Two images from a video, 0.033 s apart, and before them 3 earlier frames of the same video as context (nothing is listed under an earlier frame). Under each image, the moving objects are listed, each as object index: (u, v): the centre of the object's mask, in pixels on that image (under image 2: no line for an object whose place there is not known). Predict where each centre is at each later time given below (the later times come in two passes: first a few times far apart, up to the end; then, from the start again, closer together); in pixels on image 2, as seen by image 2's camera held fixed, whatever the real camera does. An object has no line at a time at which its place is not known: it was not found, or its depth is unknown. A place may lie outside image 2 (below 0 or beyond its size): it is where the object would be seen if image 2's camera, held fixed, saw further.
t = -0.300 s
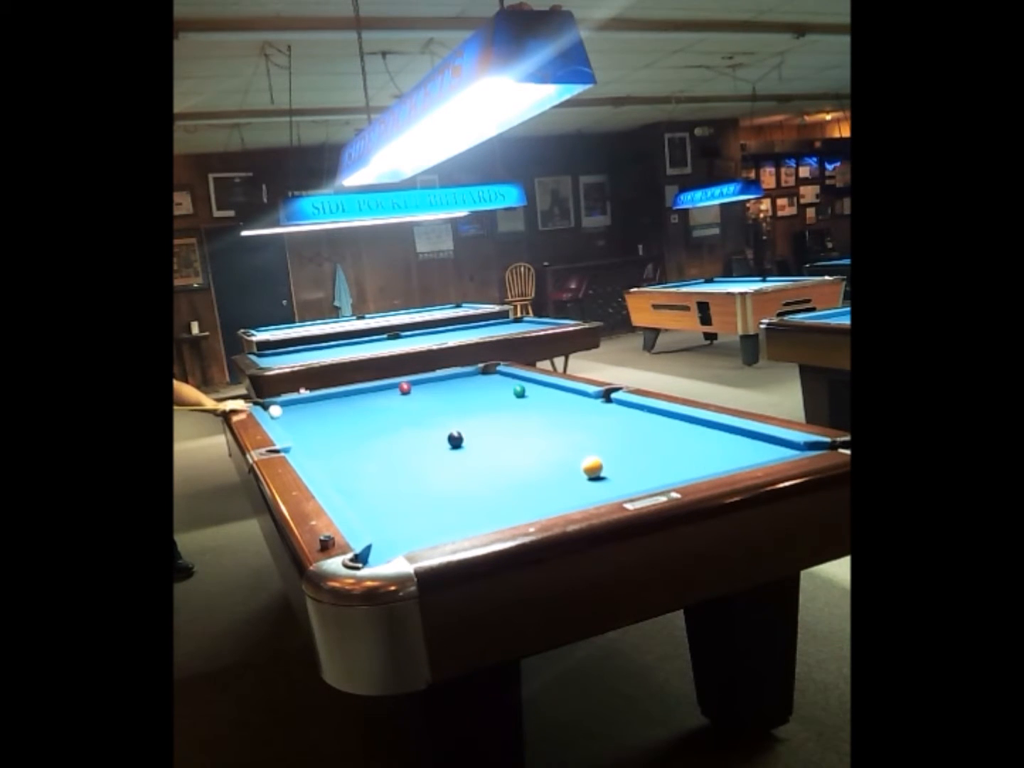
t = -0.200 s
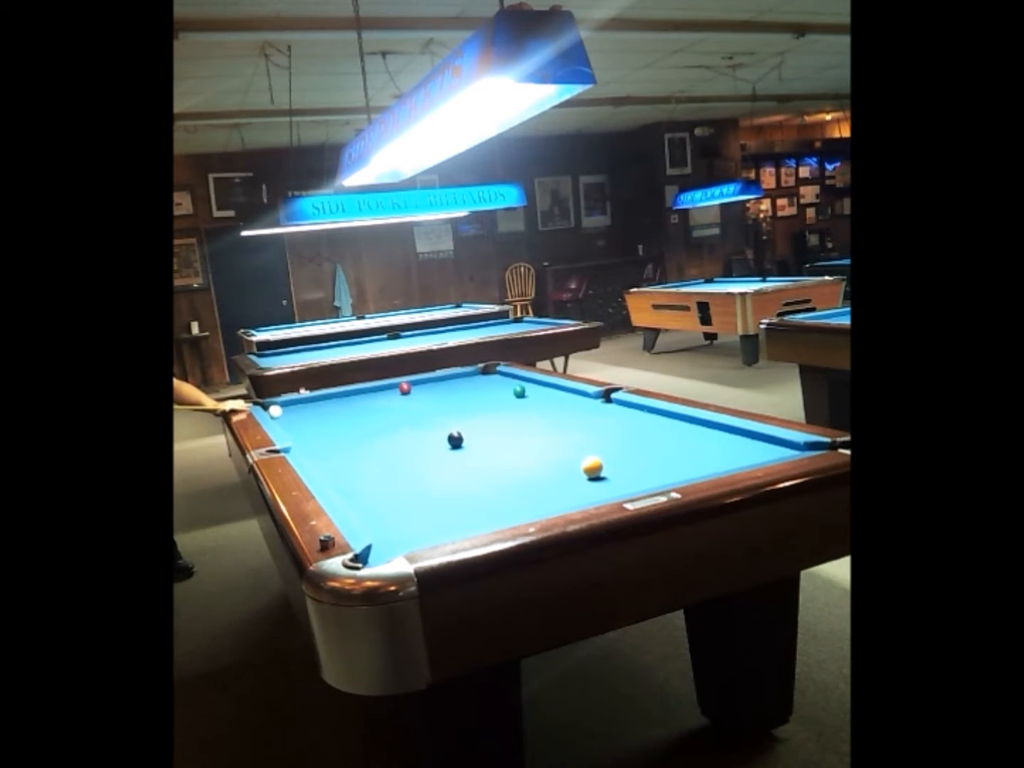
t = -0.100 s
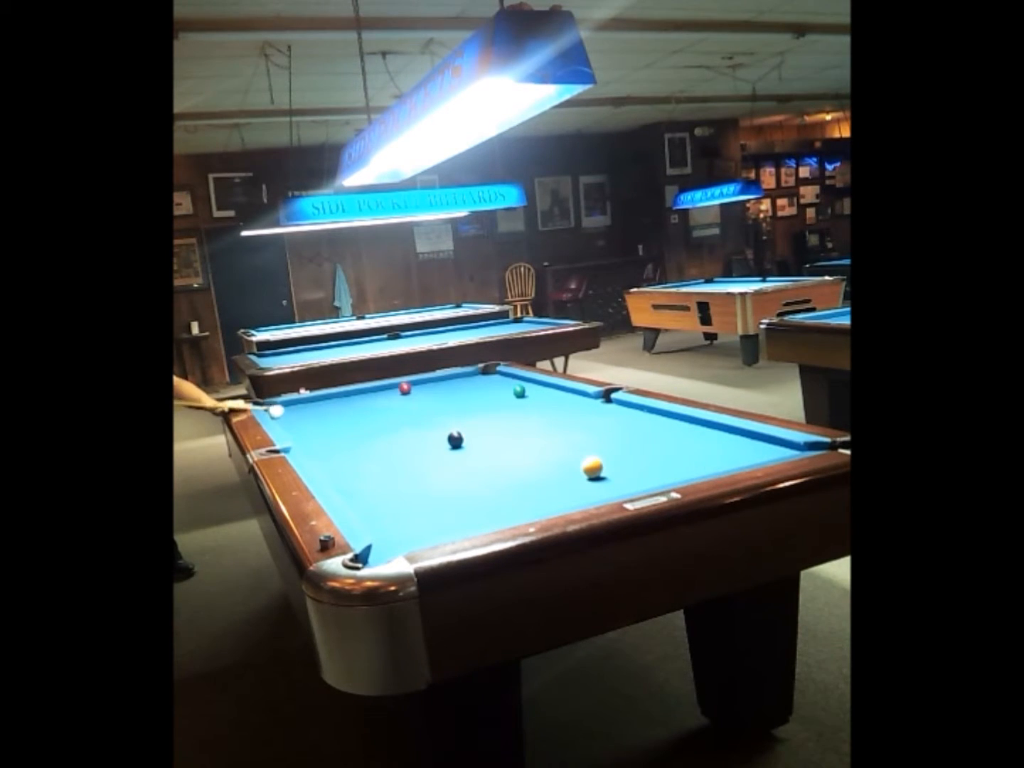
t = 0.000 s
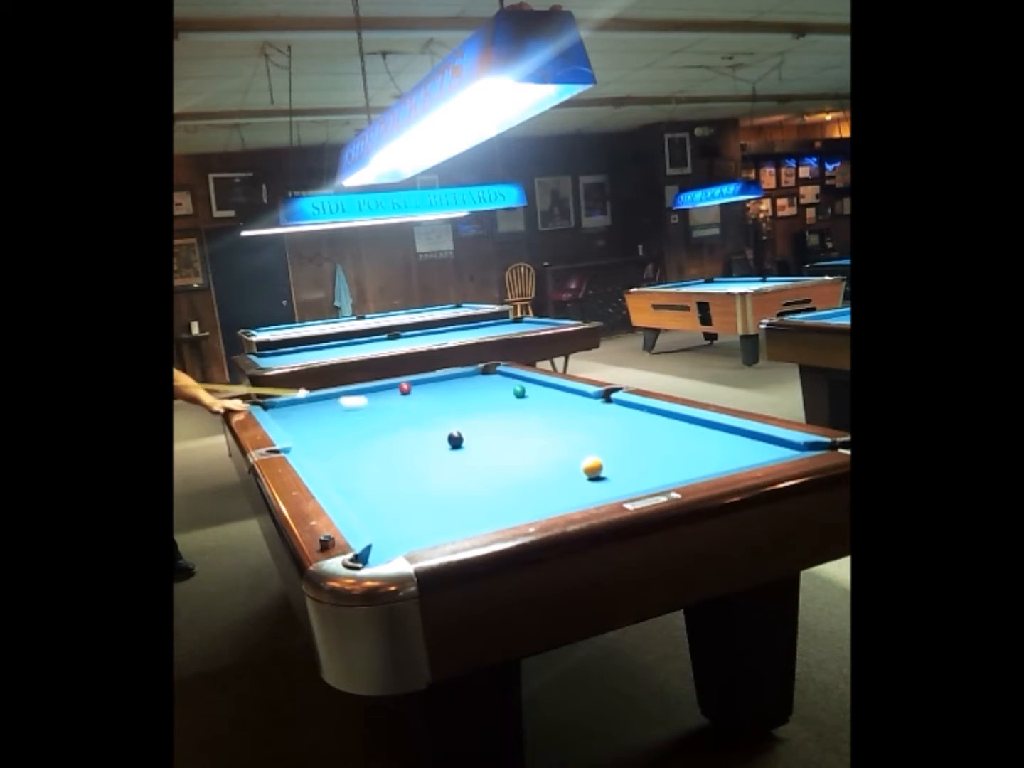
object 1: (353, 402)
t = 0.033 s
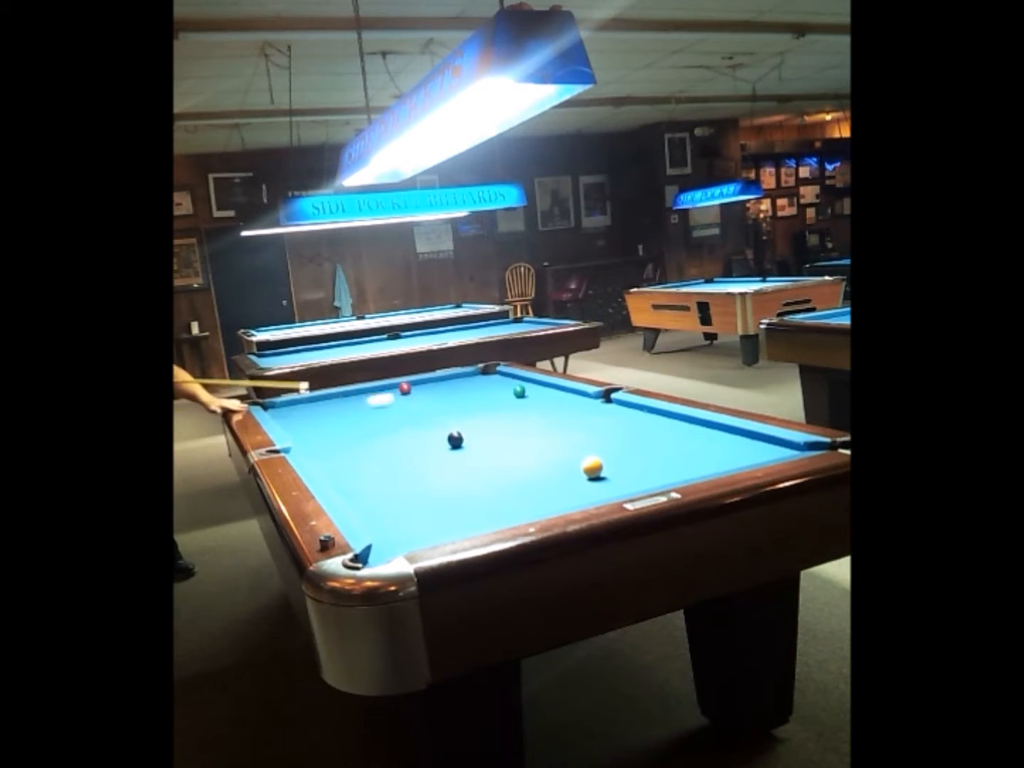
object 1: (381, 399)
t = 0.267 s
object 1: (540, 386)
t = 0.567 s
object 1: (541, 397)
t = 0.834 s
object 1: (552, 406)
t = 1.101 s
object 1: (563, 416)
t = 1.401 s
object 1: (577, 430)
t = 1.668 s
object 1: (592, 443)
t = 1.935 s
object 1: (610, 458)
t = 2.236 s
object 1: (631, 477)
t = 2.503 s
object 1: (627, 484)
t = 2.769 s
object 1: (591, 483)
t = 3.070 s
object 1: (554, 479)
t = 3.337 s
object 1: (526, 476)
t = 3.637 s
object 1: (497, 473)
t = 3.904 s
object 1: (476, 471)
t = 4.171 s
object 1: (456, 469)
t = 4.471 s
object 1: (437, 467)
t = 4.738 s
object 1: (422, 465)
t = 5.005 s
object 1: (408, 464)
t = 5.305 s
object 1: (396, 463)
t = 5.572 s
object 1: (386, 462)
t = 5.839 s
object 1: (378, 461)
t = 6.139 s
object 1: (372, 461)
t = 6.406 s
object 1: (367, 461)
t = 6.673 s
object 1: (364, 461)
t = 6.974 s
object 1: (362, 461)
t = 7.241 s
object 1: (362, 461)
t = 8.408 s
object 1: (366, 460)
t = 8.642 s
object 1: (362, 461)
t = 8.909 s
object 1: (362, 460)
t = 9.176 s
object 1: (362, 460)
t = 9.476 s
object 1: (362, 461)
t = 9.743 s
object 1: (362, 461)
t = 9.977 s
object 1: (362, 461)
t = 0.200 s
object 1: (510, 386)
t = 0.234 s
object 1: (539, 385)
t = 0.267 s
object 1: (540, 386)
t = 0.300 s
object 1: (532, 388)
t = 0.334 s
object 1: (533, 389)
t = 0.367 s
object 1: (535, 390)
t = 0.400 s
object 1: (535, 391)
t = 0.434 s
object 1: (536, 392)
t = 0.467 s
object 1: (538, 394)
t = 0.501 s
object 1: (539, 394)
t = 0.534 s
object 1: (540, 395)
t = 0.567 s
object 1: (541, 397)
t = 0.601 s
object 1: (542, 398)
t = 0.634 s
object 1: (544, 399)
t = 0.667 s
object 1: (545, 400)
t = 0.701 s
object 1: (546, 401)
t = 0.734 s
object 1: (548, 403)
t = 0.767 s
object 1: (549, 404)
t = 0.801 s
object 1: (550, 405)
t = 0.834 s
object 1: (552, 406)
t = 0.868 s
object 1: (553, 408)
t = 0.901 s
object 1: (554, 409)
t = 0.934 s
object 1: (556, 410)
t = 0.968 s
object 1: (557, 411)
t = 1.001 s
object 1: (558, 412)
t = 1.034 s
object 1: (560, 414)
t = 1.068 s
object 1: (562, 415)
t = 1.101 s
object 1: (563, 416)
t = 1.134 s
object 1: (565, 418)
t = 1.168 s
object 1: (566, 419)
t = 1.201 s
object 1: (567, 421)
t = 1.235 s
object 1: (569, 422)
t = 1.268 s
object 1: (571, 424)
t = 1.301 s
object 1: (572, 425)
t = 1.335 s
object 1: (574, 426)
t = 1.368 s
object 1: (575, 429)
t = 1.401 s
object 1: (577, 430)
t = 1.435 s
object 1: (579, 431)
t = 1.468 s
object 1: (581, 433)
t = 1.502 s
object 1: (583, 435)
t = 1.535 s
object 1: (585, 436)
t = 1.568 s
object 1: (586, 438)
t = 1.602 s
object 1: (588, 440)
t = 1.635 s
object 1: (590, 442)
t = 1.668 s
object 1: (592, 443)
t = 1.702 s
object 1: (594, 445)
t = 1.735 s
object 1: (597, 447)
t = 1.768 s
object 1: (599, 448)
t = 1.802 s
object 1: (601, 450)
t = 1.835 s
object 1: (603, 452)
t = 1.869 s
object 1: (605, 454)
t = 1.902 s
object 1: (608, 456)
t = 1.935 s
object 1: (610, 458)
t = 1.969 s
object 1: (612, 460)
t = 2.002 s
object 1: (614, 463)
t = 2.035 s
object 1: (616, 465)
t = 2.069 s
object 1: (619, 467)
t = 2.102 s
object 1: (621, 469)
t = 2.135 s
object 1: (623, 471)
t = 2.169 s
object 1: (626, 473)
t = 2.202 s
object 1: (628, 475)
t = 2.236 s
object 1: (631, 477)
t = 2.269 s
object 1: (633, 479)
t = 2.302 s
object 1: (636, 480)
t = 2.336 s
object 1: (638, 481)
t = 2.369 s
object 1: (640, 482)
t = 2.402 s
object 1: (641, 483)
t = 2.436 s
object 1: (636, 484)
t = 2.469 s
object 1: (632, 484)
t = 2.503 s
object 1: (627, 484)
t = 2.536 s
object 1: (622, 484)
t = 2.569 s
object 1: (618, 485)
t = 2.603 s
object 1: (613, 484)
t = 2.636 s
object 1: (609, 485)
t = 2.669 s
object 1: (604, 485)
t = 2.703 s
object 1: (600, 485)
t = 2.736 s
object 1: (595, 484)
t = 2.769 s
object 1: (591, 483)
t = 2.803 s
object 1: (586, 483)
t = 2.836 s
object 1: (581, 482)
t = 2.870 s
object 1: (577, 482)
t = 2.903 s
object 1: (573, 482)
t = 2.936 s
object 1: (569, 481)
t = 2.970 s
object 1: (565, 480)
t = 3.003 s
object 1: (561, 480)
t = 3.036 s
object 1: (558, 479)
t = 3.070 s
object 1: (554, 479)
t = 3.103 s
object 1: (550, 478)
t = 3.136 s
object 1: (546, 478)
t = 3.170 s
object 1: (543, 478)
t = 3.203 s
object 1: (539, 477)
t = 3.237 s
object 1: (536, 477)
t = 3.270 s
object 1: (532, 477)
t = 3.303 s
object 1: (529, 476)
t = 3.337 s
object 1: (526, 476)
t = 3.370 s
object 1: (522, 476)
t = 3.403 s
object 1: (519, 476)
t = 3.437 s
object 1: (516, 474)
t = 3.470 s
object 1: (512, 474)
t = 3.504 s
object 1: (509, 474)
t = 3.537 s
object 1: (506, 474)
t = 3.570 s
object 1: (503, 473)
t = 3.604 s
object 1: (500, 473)
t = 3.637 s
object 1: (497, 473)
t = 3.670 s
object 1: (494, 473)
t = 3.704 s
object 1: (491, 473)
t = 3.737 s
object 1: (489, 472)
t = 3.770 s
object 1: (486, 472)
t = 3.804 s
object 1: (483, 472)
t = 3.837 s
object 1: (481, 471)
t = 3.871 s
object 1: (478, 471)
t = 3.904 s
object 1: (476, 471)
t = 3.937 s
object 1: (473, 470)
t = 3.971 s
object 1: (471, 470)
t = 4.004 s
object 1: (468, 470)
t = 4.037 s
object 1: (466, 469)
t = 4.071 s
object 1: (463, 469)
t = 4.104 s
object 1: (461, 469)
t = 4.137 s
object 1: (458, 469)
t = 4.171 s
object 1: (456, 469)
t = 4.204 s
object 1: (454, 468)
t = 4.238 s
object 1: (452, 468)
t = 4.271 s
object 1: (450, 467)
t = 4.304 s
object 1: (447, 468)
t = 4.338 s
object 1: (445, 468)
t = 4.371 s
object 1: (443, 467)
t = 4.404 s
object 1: (441, 467)
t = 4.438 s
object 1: (439, 467)
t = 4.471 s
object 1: (437, 467)
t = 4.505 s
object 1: (435, 467)
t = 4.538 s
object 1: (433, 466)
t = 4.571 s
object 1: (431, 466)
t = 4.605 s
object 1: (429, 466)
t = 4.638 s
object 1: (427, 466)
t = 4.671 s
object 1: (425, 466)
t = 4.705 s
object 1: (424, 466)
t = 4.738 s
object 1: (422, 465)
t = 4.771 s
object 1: (420, 465)
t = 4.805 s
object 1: (418, 465)
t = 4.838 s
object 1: (417, 465)
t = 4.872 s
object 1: (415, 465)
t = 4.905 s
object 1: (413, 464)
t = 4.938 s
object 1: (412, 464)
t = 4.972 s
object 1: (410, 464)
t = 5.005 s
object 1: (408, 464)
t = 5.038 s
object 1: (407, 464)
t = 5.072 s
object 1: (406, 464)
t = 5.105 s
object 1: (404, 464)
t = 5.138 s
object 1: (402, 464)
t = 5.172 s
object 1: (401, 464)
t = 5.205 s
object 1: (400, 463)
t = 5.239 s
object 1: (399, 463)
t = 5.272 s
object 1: (397, 463)
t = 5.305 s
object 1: (396, 463)
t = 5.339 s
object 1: (394, 463)
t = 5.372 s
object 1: (393, 463)
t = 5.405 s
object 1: (392, 463)
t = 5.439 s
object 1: (391, 463)
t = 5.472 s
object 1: (390, 463)
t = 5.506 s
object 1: (389, 463)
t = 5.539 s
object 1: (387, 463)
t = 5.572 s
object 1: (386, 462)
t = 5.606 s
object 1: (385, 462)
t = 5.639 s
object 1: (384, 462)
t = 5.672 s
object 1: (383, 462)
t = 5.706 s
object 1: (382, 462)
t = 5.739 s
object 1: (381, 462)
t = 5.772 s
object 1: (380, 462)
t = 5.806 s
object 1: (379, 462)
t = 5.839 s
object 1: (378, 461)
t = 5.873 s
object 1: (378, 461)
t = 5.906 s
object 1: (377, 461)
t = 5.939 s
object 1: (376, 462)
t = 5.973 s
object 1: (375, 461)
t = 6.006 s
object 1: (375, 461)
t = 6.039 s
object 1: (374, 461)
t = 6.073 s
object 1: (373, 461)
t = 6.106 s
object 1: (372, 461)
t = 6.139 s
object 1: (372, 461)
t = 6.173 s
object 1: (371, 461)
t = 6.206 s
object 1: (370, 461)
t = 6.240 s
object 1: (370, 461)
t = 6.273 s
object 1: (369, 461)
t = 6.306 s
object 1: (369, 461)
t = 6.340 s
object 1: (368, 461)
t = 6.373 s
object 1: (367, 461)
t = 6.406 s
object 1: (367, 461)
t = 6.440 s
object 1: (366, 461)
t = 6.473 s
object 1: (366, 461)
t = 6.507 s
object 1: (366, 461)
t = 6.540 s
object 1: (365, 461)
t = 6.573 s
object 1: (365, 461)
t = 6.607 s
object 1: (364, 461)
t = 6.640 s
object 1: (364, 461)
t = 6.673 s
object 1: (364, 461)
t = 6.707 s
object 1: (363, 461)
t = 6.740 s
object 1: (363, 461)
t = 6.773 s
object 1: (363, 461)
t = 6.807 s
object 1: (363, 461)
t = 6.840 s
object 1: (362, 461)
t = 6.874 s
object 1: (362, 461)
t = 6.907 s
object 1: (362, 461)
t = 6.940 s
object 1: (362, 461)
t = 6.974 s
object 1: (362, 461)
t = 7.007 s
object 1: (362, 461)
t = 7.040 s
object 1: (362, 461)
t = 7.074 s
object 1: (362, 461)
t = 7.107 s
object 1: (361, 461)
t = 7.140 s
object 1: (360, 461)
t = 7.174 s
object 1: (361, 461)
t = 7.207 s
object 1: (361, 461)
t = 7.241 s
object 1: (362, 461)
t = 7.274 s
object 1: (362, 461)
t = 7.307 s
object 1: (361, 462)
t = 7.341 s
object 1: (358, 461)
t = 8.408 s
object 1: (366, 460)
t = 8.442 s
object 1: (364, 460)
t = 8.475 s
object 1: (362, 461)
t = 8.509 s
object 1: (362, 461)
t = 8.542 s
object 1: (362, 461)
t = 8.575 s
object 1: (362, 461)
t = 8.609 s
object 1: (362, 461)
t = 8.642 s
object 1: (362, 461)
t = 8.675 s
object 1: (362, 461)
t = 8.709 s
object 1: (362, 461)
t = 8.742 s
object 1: (362, 461)
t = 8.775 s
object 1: (362, 460)
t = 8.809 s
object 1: (362, 460)
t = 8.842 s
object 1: (362, 460)
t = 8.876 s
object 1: (362, 460)
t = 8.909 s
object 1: (362, 460)
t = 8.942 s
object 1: (362, 460)
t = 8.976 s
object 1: (362, 460)
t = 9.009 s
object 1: (362, 460)
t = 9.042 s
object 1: (362, 460)
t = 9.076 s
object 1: (362, 460)
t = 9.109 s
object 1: (362, 460)
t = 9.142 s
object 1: (362, 460)
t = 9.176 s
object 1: (362, 460)
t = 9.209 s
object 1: (362, 460)
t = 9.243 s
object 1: (362, 460)
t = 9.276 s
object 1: (362, 460)
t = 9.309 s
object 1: (362, 460)
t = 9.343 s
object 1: (362, 461)
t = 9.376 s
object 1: (362, 461)
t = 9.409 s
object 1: (362, 461)
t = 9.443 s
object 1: (362, 461)
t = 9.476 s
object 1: (362, 461)
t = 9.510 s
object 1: (362, 461)
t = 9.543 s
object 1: (362, 461)
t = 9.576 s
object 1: (362, 461)
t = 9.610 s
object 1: (362, 461)
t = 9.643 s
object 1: (362, 461)
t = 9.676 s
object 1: (362, 461)
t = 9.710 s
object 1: (362, 461)
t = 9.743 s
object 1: (362, 461)
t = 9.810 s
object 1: (362, 461)
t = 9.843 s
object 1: (362, 461)
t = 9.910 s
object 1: (362, 461)
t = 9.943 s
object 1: (362, 461)
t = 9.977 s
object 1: (362, 461)
